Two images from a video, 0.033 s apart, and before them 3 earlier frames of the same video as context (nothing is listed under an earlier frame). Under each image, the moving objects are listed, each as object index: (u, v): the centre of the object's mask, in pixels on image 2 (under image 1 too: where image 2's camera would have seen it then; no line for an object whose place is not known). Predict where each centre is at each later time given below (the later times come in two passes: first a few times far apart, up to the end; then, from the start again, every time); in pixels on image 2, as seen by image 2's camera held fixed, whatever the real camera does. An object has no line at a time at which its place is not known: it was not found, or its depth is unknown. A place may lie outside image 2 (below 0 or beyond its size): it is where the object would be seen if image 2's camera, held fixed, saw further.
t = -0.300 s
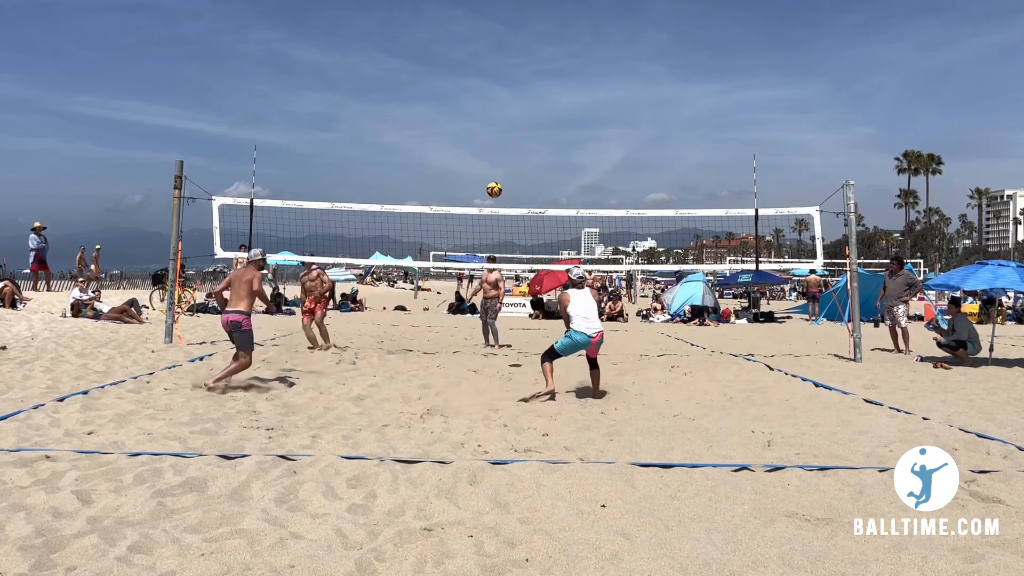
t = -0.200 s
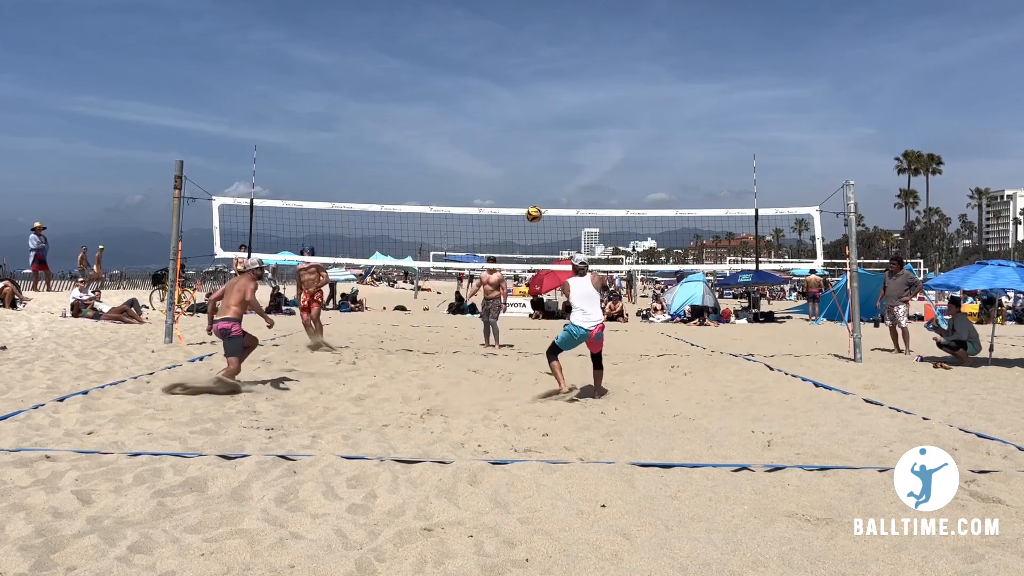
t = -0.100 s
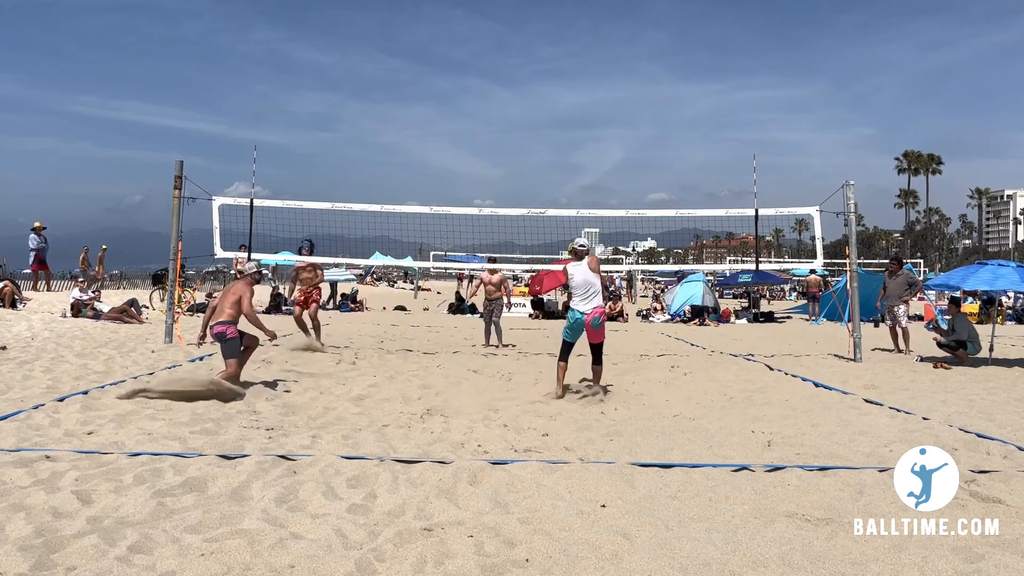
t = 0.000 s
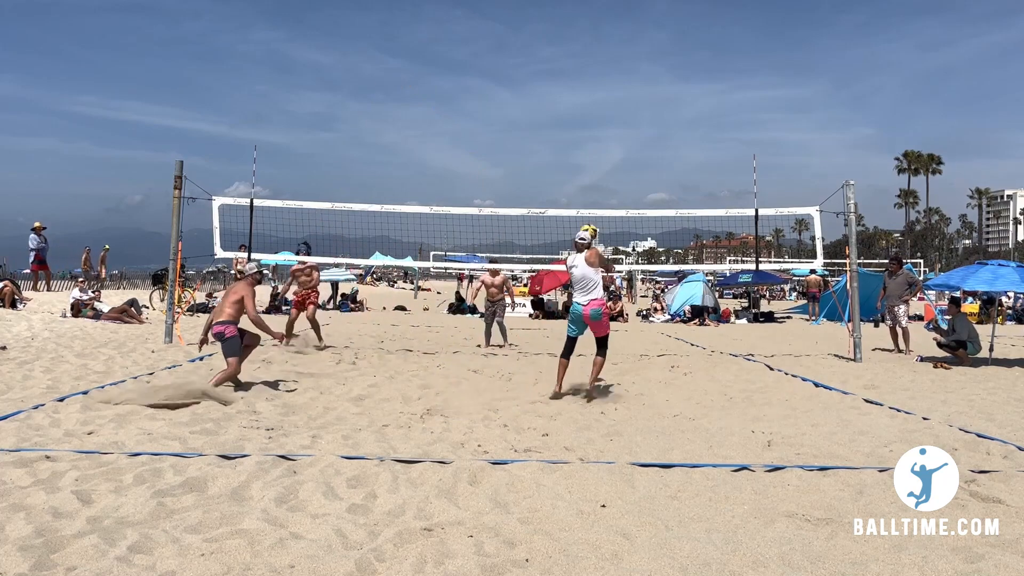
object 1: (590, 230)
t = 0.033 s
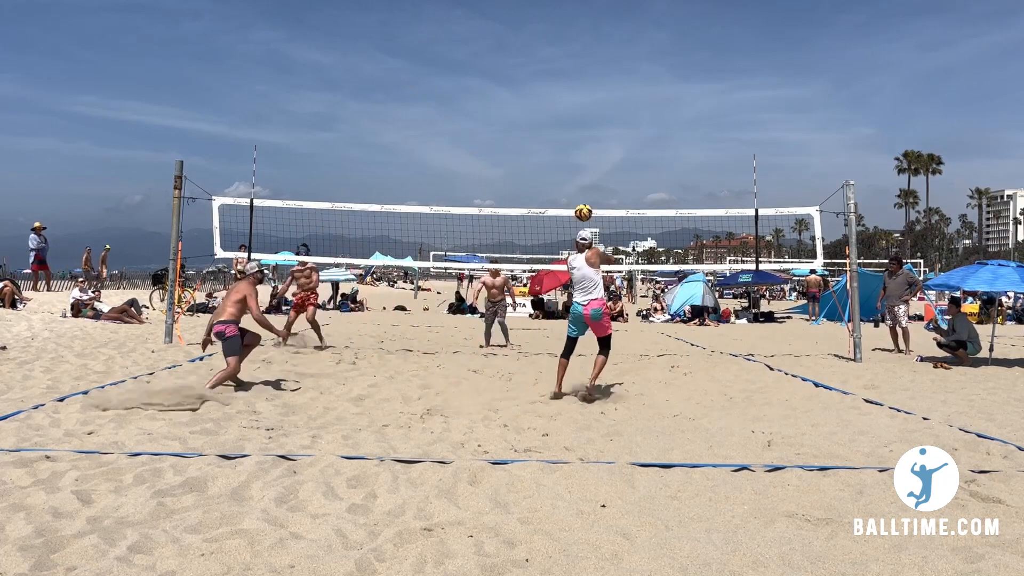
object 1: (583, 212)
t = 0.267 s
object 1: (552, 105)
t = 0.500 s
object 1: (526, 48)
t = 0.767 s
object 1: (501, 37)
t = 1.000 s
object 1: (484, 68)
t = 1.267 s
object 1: (467, 141)
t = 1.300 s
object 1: (465, 153)
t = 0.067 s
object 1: (578, 194)
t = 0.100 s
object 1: (574, 176)
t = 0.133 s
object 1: (569, 160)
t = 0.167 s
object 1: (564, 144)
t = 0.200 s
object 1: (560, 130)
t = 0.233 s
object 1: (556, 117)
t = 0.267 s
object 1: (552, 105)
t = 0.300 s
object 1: (548, 94)
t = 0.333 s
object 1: (544, 84)
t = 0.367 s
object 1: (540, 75)
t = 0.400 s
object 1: (536, 67)
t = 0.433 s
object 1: (533, 60)
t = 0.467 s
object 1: (529, 54)
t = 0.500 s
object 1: (526, 48)
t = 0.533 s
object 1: (522, 44)
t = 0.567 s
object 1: (519, 40)
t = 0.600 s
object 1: (516, 38)
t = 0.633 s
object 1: (513, 36)
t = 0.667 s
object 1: (510, 35)
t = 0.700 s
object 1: (507, 35)
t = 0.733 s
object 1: (504, 36)
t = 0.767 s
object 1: (501, 37)
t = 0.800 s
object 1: (499, 39)
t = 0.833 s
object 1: (496, 42)
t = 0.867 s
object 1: (494, 46)
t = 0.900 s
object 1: (491, 51)
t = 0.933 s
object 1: (489, 56)
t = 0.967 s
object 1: (486, 61)
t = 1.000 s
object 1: (484, 68)
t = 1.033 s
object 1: (482, 75)
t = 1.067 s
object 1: (479, 83)
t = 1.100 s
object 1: (477, 91)
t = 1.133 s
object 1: (475, 100)
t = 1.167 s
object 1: (473, 109)
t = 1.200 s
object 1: (471, 120)
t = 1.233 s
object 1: (469, 130)
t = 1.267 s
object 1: (467, 141)
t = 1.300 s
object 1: (465, 153)
